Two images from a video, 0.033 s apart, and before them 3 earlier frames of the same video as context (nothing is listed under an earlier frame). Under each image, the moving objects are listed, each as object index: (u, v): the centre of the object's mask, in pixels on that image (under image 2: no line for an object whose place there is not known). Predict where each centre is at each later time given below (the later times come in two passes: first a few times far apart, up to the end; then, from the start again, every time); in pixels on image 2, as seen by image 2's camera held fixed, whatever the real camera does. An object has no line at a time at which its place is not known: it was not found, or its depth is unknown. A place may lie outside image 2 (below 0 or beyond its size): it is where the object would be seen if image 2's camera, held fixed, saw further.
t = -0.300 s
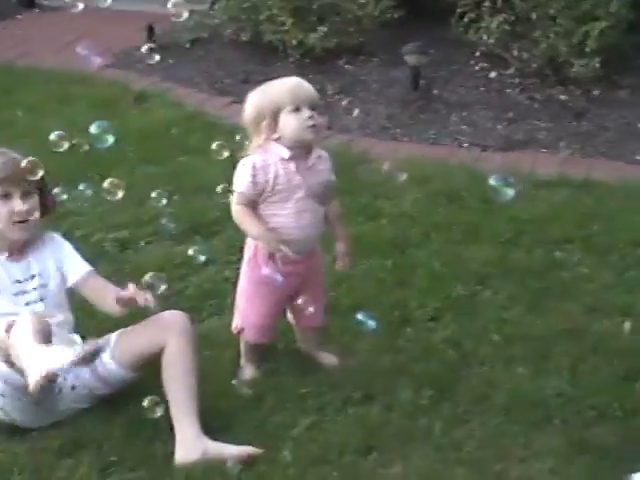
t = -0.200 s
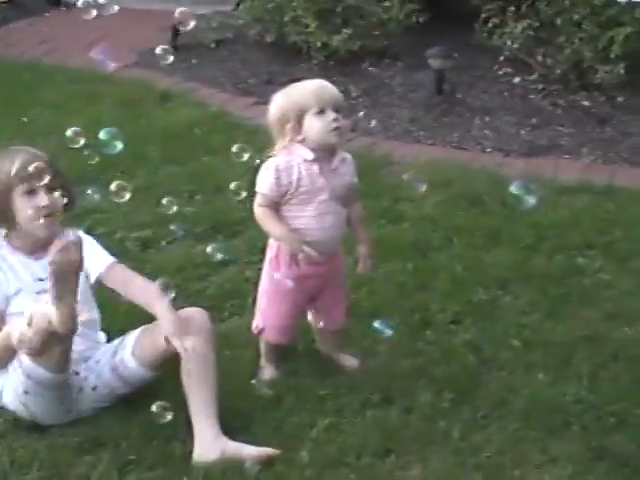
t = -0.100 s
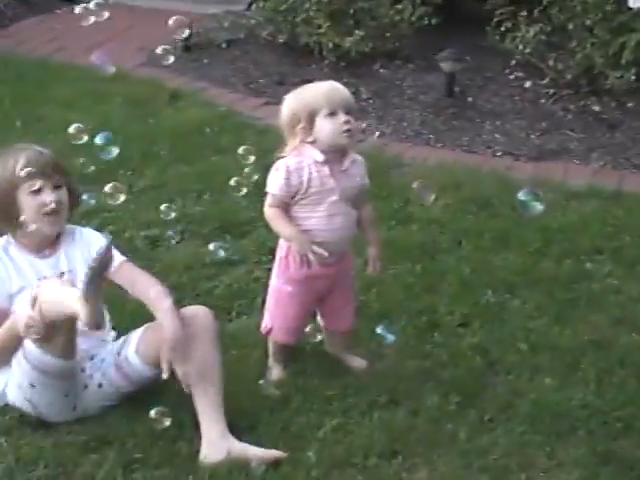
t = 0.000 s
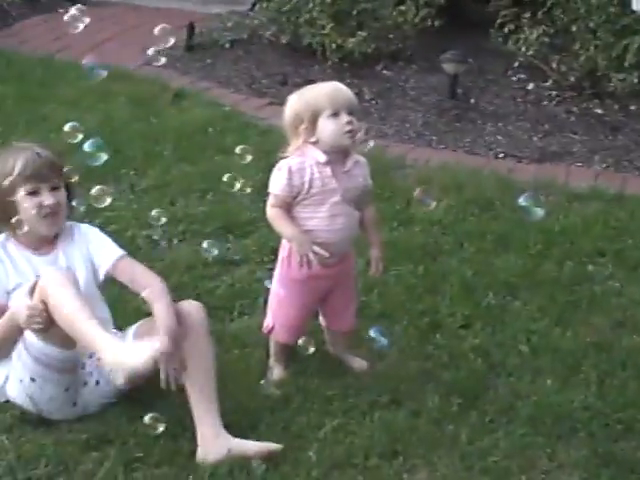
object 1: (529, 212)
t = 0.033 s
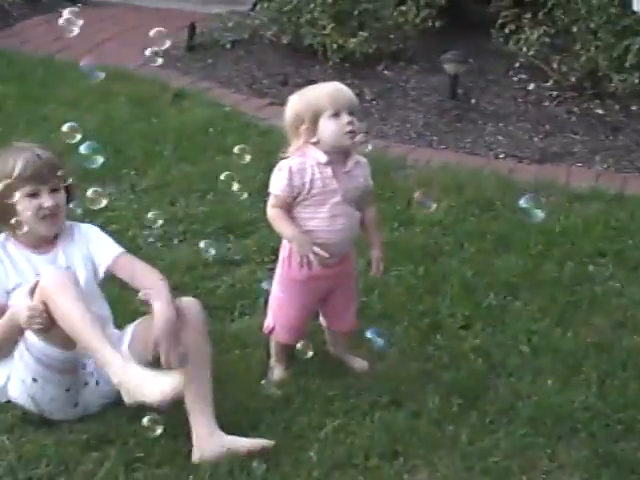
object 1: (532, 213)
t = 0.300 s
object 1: (526, 222)
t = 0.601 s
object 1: (513, 235)
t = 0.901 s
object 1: (498, 254)
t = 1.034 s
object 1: (488, 262)
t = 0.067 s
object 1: (531, 215)
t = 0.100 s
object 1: (531, 215)
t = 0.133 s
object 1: (531, 216)
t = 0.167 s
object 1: (529, 218)
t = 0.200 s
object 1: (529, 219)
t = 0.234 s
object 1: (528, 220)
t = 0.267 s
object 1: (527, 221)
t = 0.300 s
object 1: (526, 222)
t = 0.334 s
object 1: (526, 223)
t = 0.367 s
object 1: (524, 224)
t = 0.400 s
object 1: (523, 225)
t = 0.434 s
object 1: (522, 228)
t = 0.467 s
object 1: (521, 229)
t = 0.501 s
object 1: (518, 230)
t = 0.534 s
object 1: (519, 233)
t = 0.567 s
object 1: (516, 234)
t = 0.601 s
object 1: (513, 235)
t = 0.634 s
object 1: (510, 238)
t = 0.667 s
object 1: (509, 239)
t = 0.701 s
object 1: (507, 242)
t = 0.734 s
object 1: (505, 244)
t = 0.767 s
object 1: (502, 247)
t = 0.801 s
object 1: (500, 249)
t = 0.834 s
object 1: (496, 250)
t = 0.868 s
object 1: (498, 253)
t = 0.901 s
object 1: (498, 254)
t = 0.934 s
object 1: (495, 257)
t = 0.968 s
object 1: (494, 259)
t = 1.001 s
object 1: (491, 259)
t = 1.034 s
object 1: (488, 262)
